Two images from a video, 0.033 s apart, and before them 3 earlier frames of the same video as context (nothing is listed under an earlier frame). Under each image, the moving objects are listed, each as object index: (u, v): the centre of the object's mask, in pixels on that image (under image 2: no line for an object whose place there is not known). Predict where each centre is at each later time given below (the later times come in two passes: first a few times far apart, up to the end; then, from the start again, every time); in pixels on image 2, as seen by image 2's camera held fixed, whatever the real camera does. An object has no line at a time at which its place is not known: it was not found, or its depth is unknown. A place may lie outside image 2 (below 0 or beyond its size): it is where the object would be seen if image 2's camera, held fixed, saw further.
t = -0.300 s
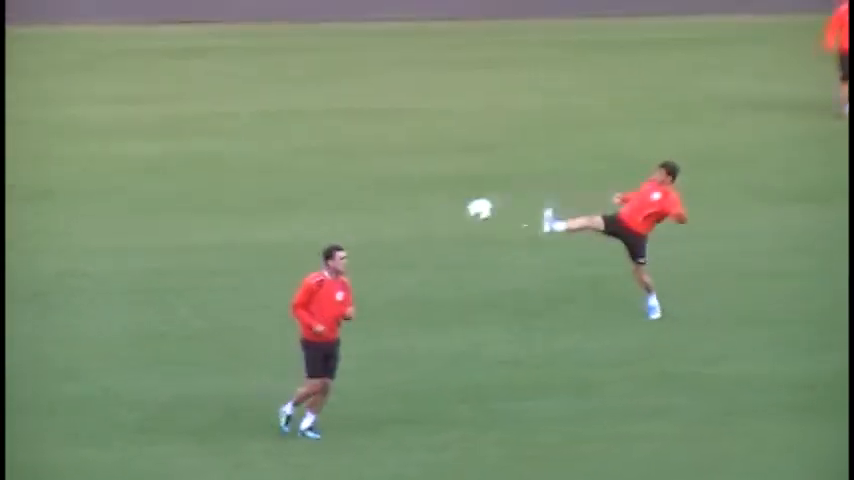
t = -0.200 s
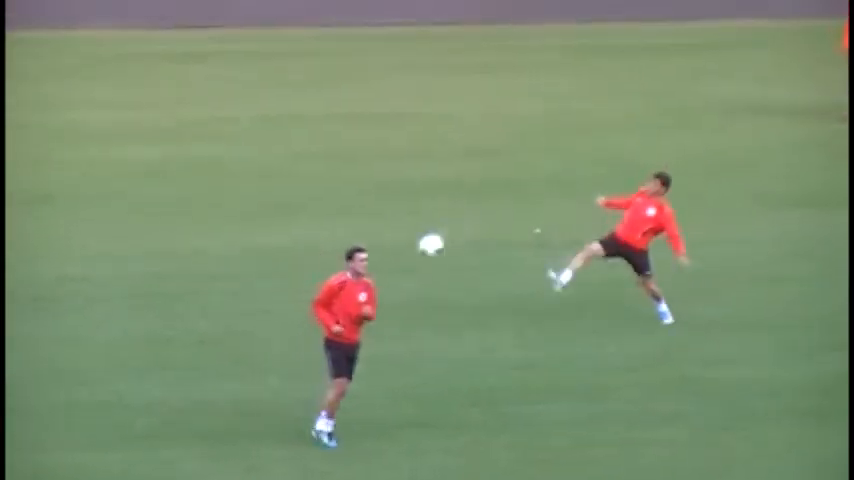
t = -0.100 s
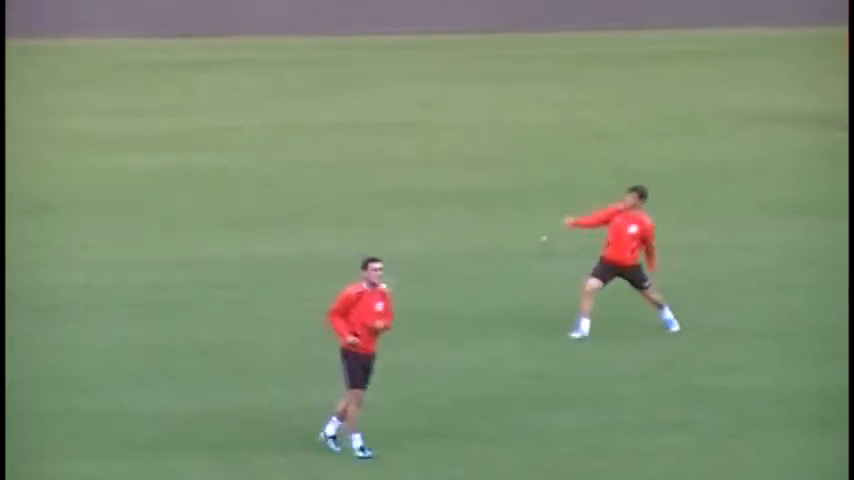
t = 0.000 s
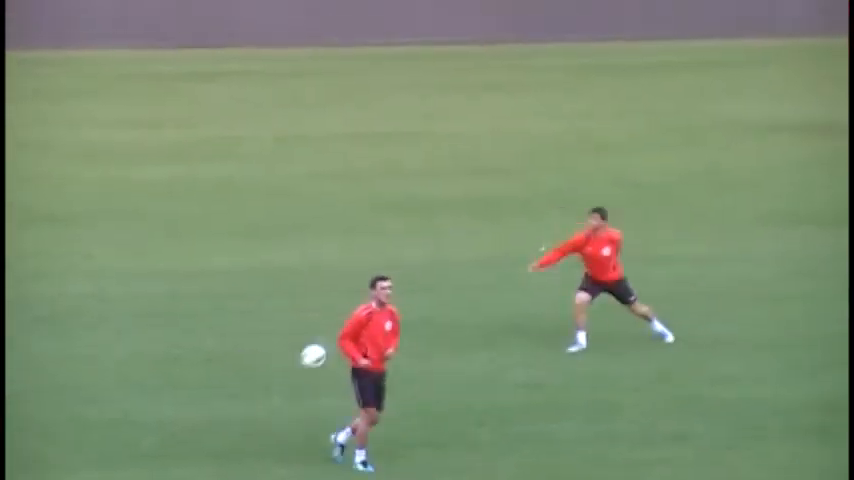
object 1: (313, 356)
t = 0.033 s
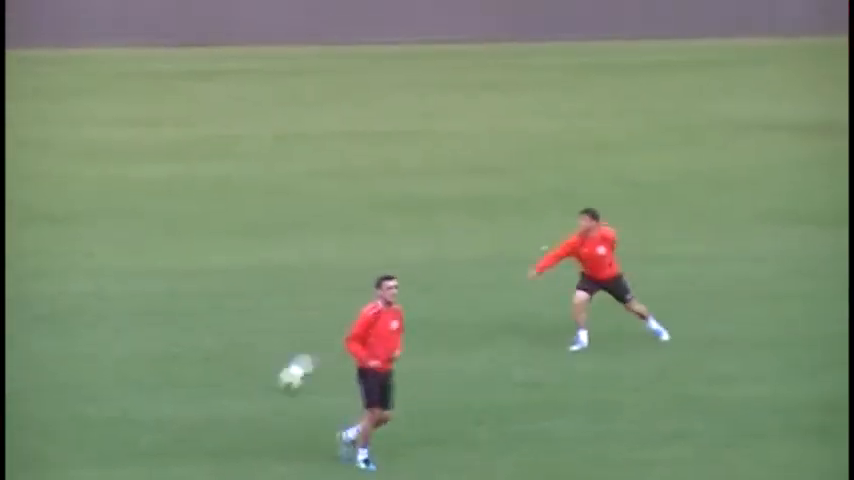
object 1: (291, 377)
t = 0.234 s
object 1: (199, 351)
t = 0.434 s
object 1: (115, 344)
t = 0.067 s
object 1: (279, 387)
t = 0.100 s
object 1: (256, 377)
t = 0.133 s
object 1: (241, 369)
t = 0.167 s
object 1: (231, 361)
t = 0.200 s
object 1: (218, 352)
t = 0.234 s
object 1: (199, 351)
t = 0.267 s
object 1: (183, 348)
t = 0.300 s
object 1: (171, 343)
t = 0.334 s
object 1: (156, 341)
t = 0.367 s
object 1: (144, 342)
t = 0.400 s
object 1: (131, 343)
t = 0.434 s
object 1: (115, 344)
